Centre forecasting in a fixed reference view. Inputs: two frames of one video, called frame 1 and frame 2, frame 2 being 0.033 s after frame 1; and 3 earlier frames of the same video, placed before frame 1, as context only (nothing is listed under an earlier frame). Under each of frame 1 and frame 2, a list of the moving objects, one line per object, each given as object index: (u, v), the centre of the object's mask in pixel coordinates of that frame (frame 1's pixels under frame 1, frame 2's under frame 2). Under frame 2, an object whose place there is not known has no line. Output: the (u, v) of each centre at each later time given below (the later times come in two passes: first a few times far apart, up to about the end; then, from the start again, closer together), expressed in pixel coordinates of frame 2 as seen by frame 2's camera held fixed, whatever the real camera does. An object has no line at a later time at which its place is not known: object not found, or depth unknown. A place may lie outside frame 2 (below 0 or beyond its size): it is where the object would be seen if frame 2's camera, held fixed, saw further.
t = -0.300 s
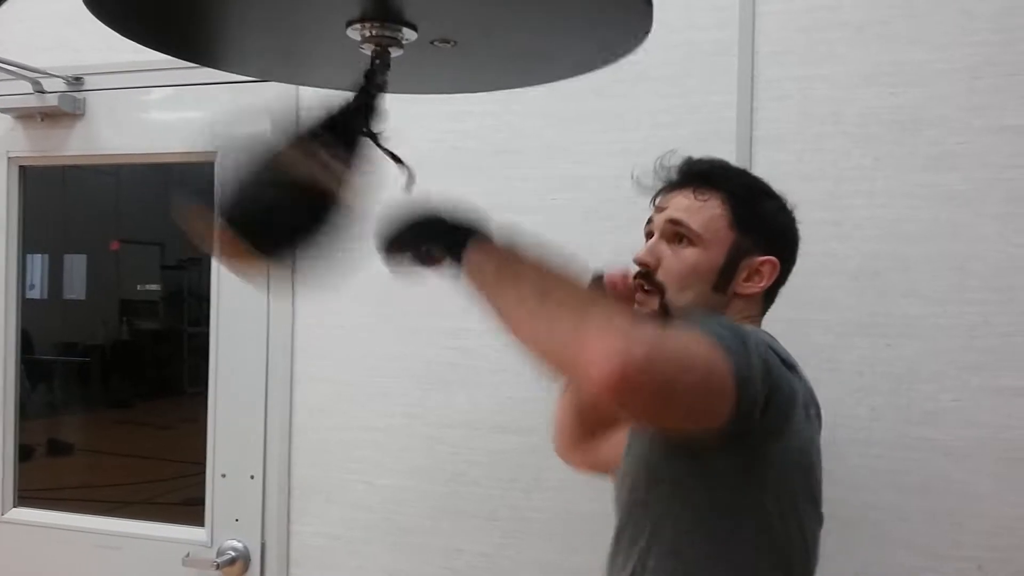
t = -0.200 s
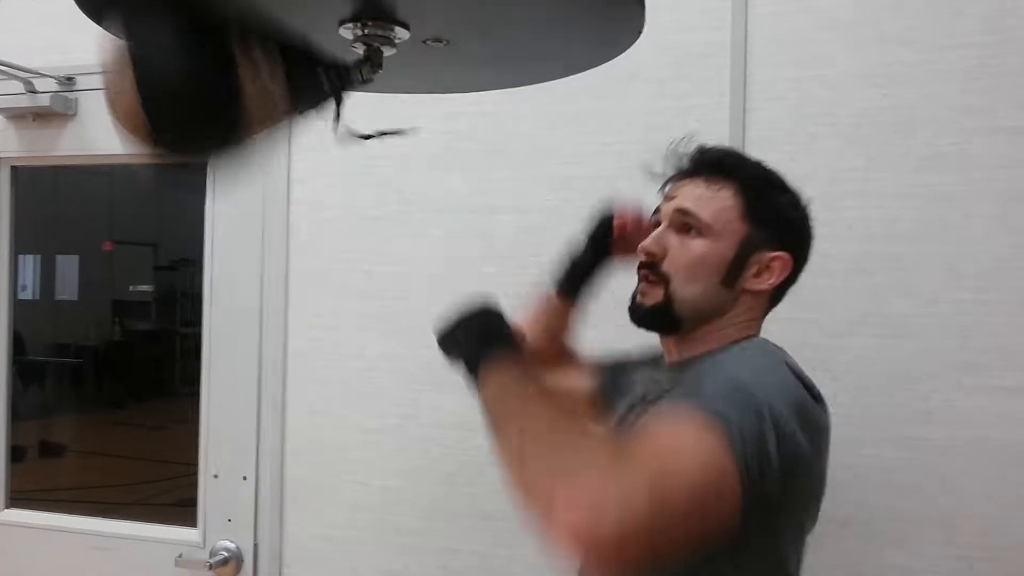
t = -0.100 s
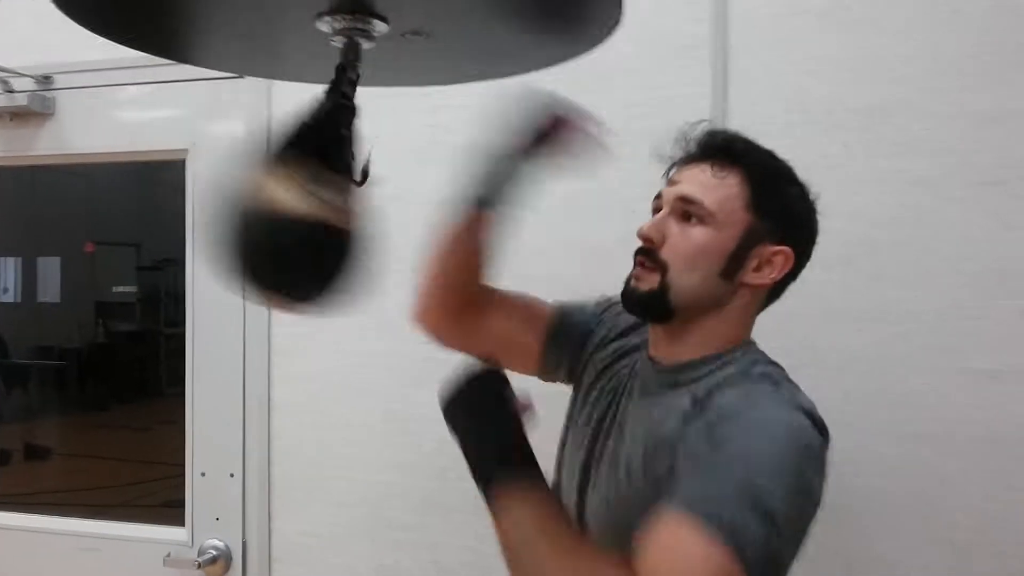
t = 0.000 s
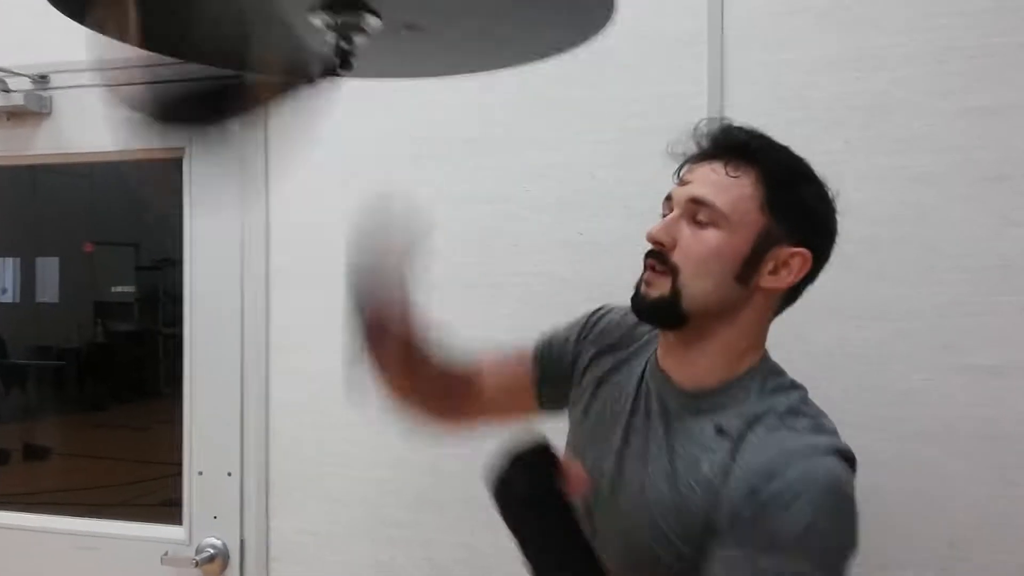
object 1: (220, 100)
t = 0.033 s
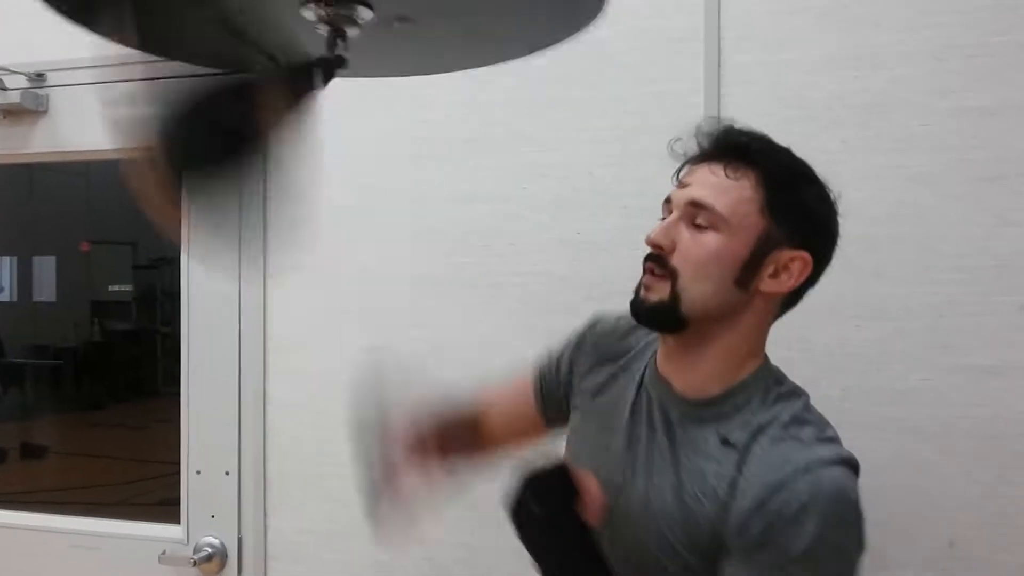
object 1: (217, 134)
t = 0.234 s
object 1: (417, 166)
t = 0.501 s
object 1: (198, 68)
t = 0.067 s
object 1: (305, 193)
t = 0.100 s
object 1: (371, 198)
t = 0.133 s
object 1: (415, 165)
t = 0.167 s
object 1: (437, 124)
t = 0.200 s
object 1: (428, 135)
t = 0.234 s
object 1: (417, 166)
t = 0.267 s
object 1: (393, 197)
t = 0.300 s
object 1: (357, 210)
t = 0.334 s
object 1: (314, 205)
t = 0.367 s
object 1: (272, 183)
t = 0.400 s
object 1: (231, 150)
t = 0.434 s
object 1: (209, 110)
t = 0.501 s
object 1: (198, 68)
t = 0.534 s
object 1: (203, 97)
